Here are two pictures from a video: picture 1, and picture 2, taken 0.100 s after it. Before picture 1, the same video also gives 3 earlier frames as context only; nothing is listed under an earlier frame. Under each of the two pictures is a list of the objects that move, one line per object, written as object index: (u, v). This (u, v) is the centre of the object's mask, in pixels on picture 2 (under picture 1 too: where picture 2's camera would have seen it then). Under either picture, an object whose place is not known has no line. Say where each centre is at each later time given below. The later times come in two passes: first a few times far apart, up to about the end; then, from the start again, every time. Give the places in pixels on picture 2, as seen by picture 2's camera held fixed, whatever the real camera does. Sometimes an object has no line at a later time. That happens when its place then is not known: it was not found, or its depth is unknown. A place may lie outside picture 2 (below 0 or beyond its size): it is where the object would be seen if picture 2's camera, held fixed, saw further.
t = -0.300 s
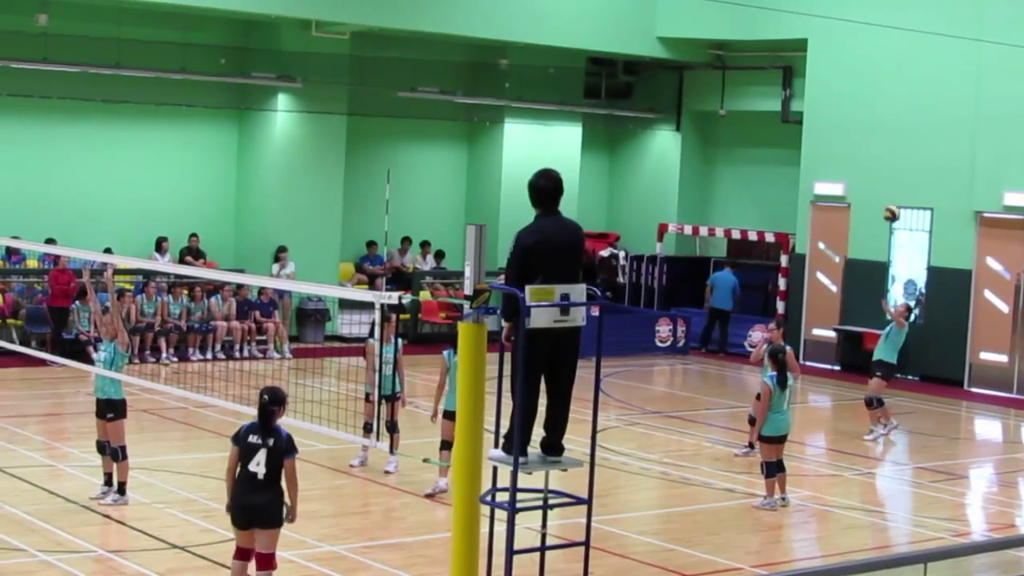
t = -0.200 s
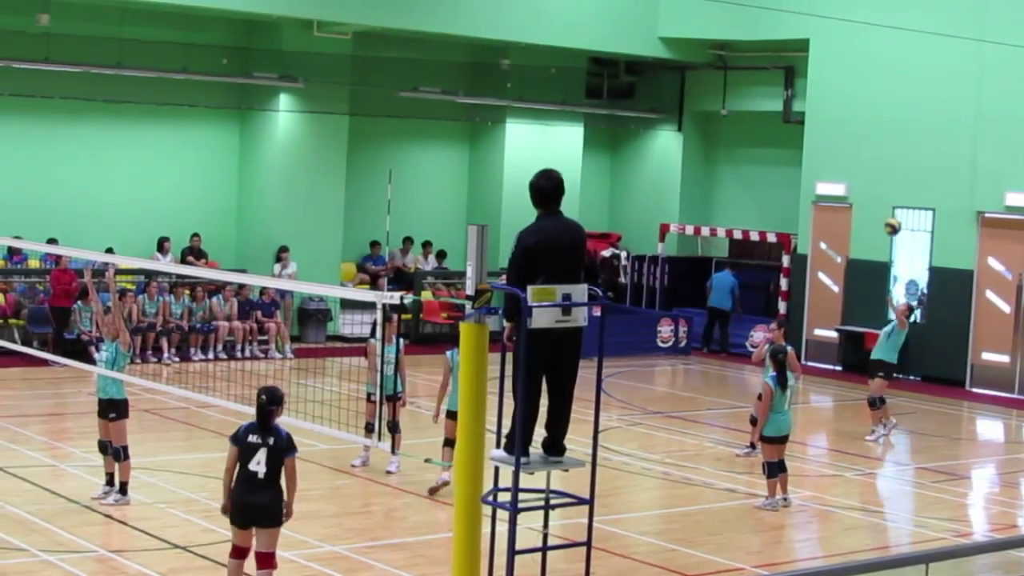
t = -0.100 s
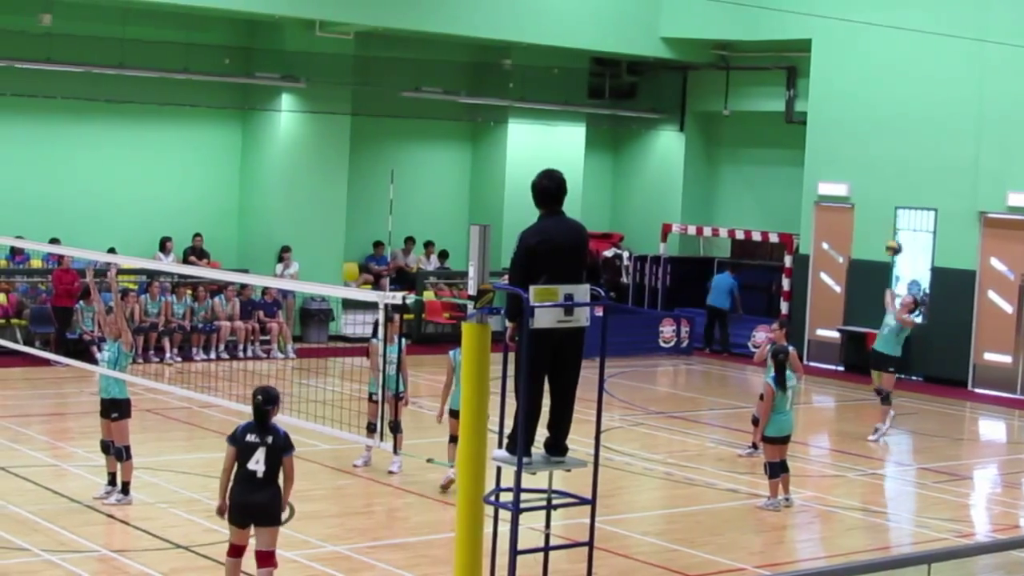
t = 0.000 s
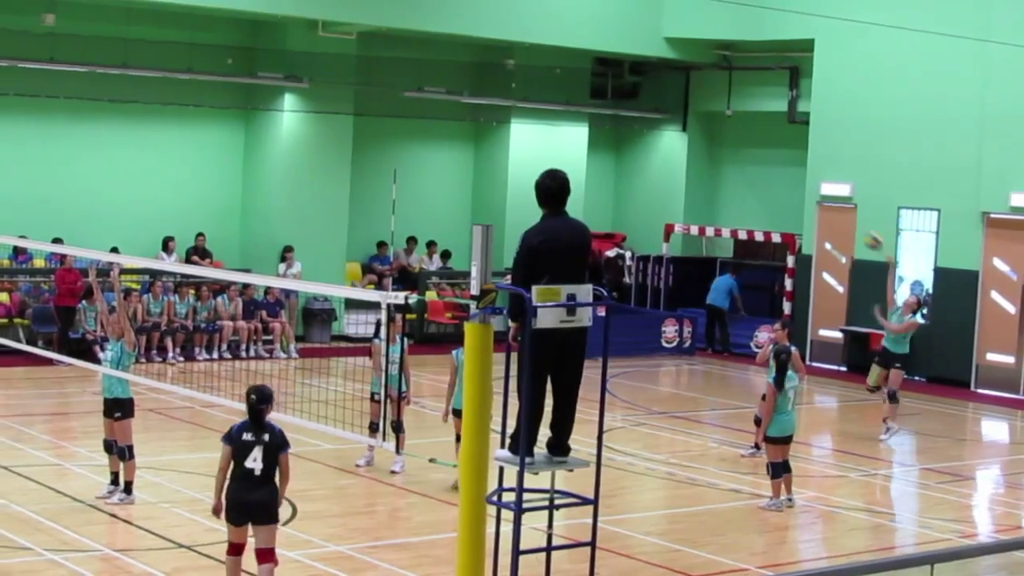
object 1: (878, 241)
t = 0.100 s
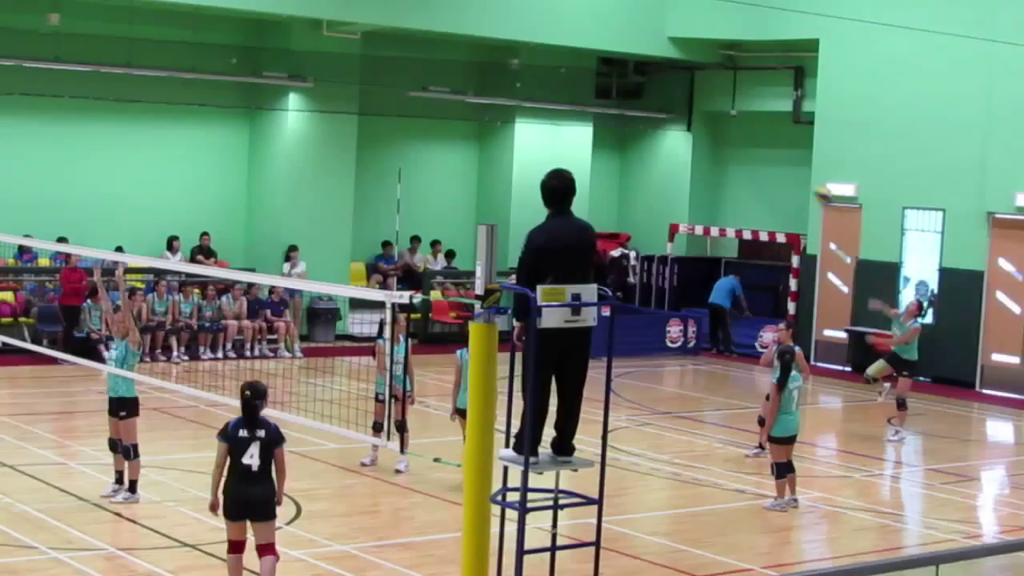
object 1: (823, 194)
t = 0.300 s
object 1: (704, 114)
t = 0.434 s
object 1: (620, 78)
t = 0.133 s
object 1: (804, 179)
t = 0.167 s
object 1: (785, 163)
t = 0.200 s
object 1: (766, 150)
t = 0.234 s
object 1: (746, 137)
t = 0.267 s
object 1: (725, 125)
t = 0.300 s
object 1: (704, 114)
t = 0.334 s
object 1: (683, 104)
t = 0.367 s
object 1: (662, 94)
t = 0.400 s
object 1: (641, 85)
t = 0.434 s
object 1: (620, 78)
